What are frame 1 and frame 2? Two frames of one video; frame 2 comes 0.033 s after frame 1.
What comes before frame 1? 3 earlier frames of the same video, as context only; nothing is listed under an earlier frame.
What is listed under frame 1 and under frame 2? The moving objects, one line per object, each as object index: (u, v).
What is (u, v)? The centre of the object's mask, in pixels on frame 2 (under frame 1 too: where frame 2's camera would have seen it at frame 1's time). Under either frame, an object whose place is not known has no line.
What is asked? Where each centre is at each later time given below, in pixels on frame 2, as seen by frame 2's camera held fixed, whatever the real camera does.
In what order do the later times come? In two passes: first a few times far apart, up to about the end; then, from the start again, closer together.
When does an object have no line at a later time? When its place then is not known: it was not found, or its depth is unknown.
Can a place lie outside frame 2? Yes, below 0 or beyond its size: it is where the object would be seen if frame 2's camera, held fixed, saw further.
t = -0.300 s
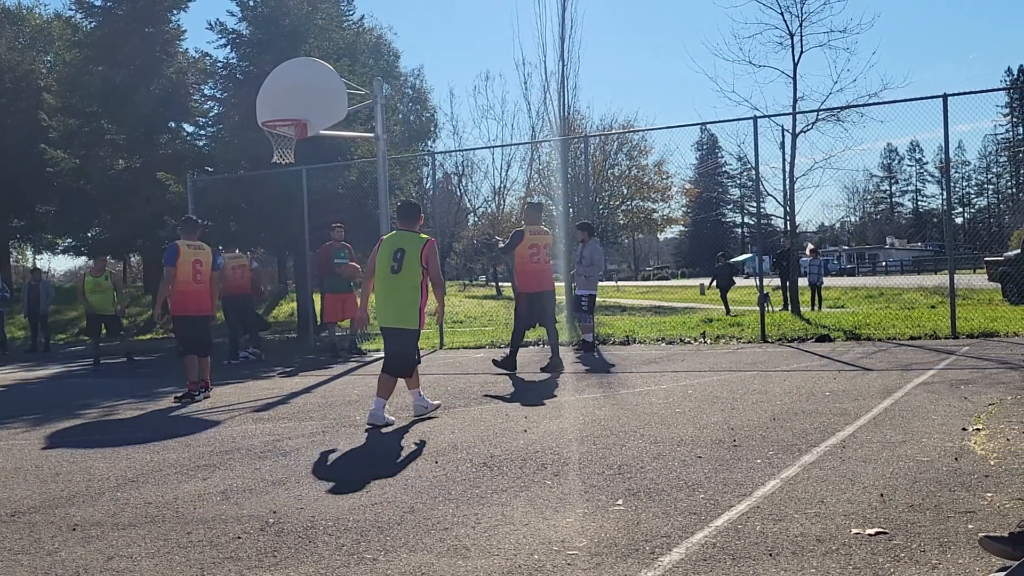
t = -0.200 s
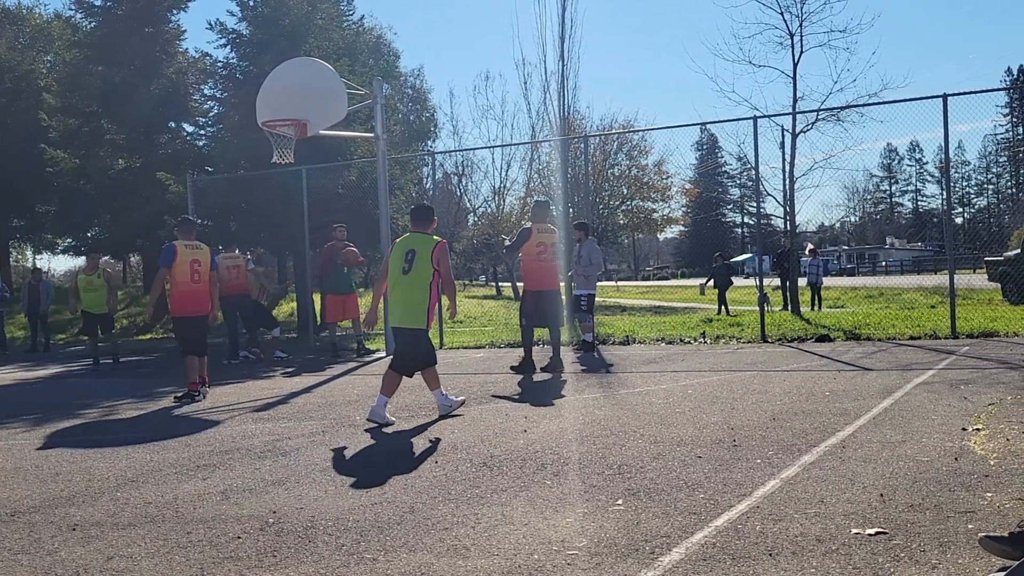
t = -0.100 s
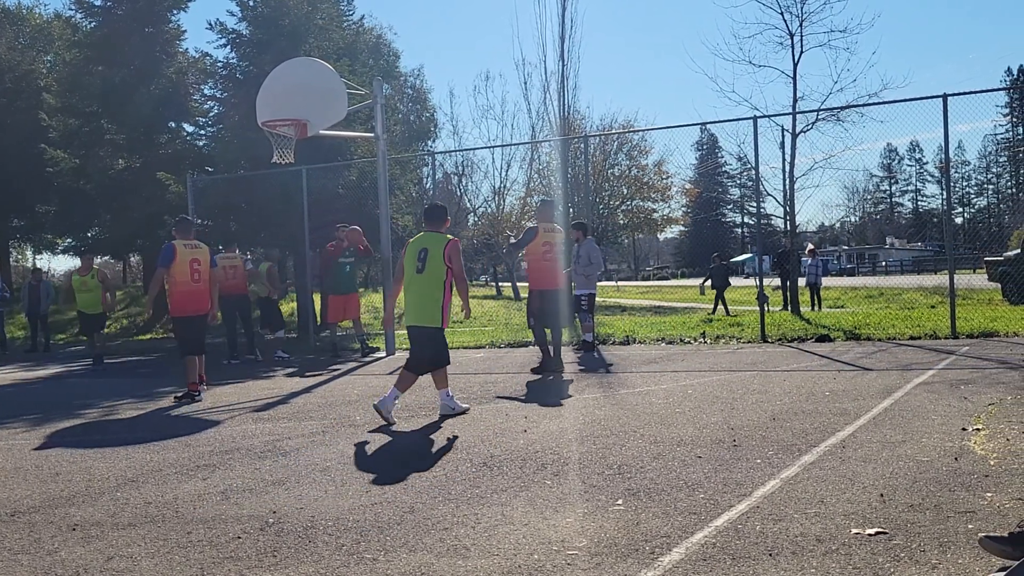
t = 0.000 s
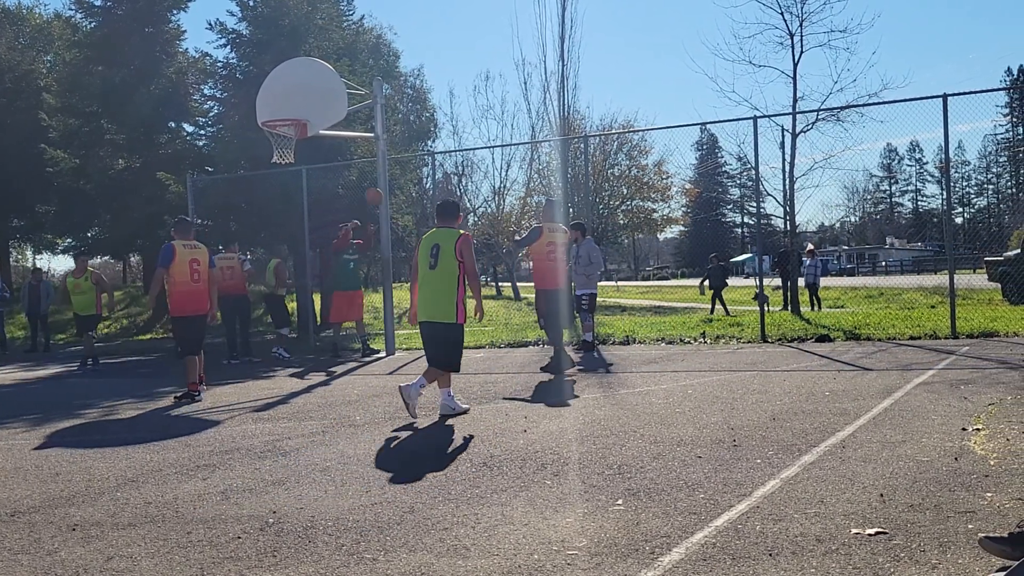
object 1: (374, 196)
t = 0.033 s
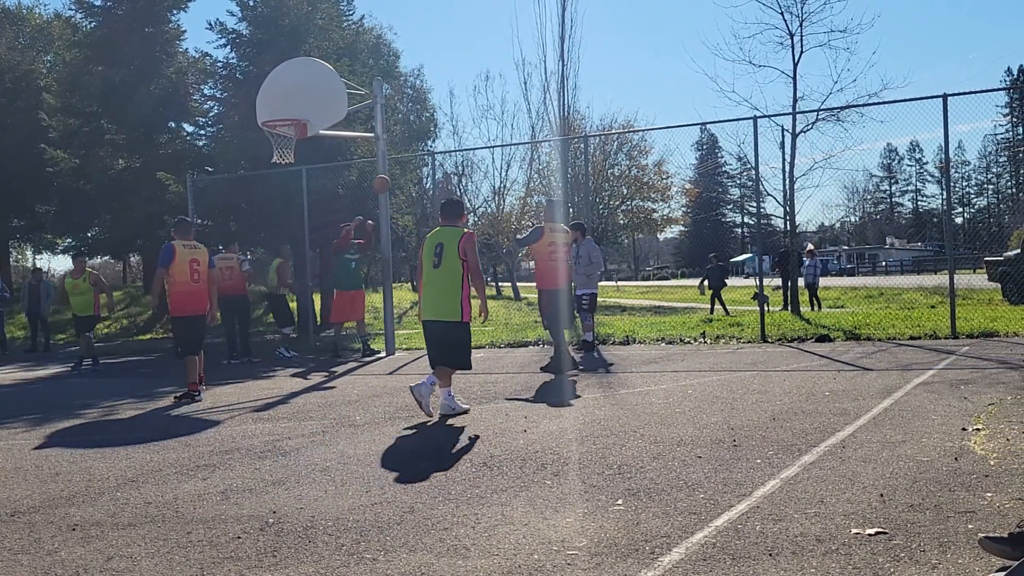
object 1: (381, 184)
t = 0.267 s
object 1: (439, 117)
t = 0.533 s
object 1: (518, 82)
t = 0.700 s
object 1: (576, 92)
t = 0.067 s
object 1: (389, 173)
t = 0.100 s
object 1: (397, 162)
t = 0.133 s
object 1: (405, 151)
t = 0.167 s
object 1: (413, 141)
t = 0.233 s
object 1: (429, 124)
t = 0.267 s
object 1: (439, 117)
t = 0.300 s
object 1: (448, 109)
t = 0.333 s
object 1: (457, 103)
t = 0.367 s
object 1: (467, 97)
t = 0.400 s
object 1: (477, 93)
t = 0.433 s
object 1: (486, 89)
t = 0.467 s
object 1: (497, 86)
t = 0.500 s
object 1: (507, 83)
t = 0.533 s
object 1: (518, 82)
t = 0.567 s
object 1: (529, 82)
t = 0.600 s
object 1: (540, 83)
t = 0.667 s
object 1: (564, 87)
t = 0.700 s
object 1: (576, 92)
